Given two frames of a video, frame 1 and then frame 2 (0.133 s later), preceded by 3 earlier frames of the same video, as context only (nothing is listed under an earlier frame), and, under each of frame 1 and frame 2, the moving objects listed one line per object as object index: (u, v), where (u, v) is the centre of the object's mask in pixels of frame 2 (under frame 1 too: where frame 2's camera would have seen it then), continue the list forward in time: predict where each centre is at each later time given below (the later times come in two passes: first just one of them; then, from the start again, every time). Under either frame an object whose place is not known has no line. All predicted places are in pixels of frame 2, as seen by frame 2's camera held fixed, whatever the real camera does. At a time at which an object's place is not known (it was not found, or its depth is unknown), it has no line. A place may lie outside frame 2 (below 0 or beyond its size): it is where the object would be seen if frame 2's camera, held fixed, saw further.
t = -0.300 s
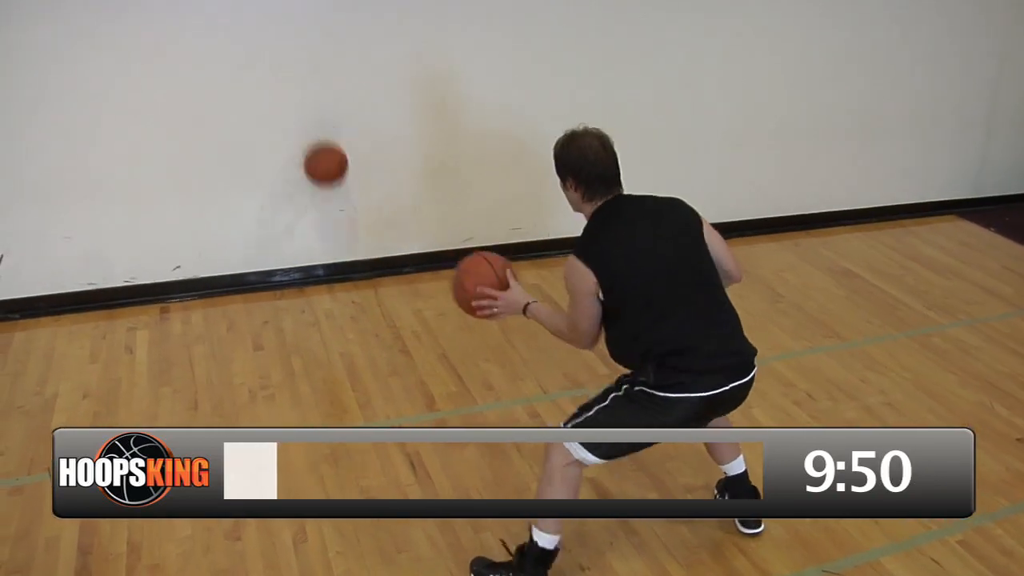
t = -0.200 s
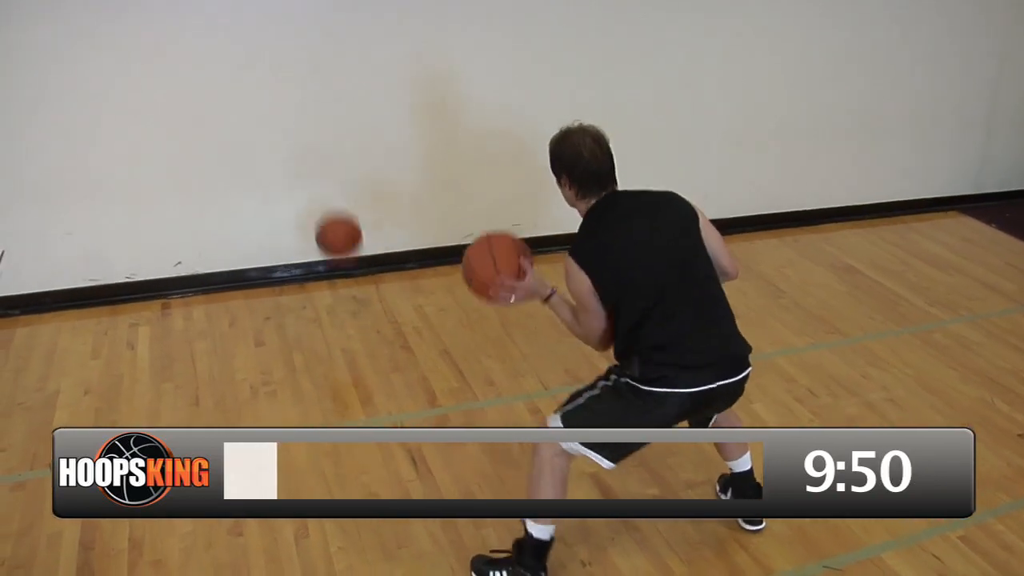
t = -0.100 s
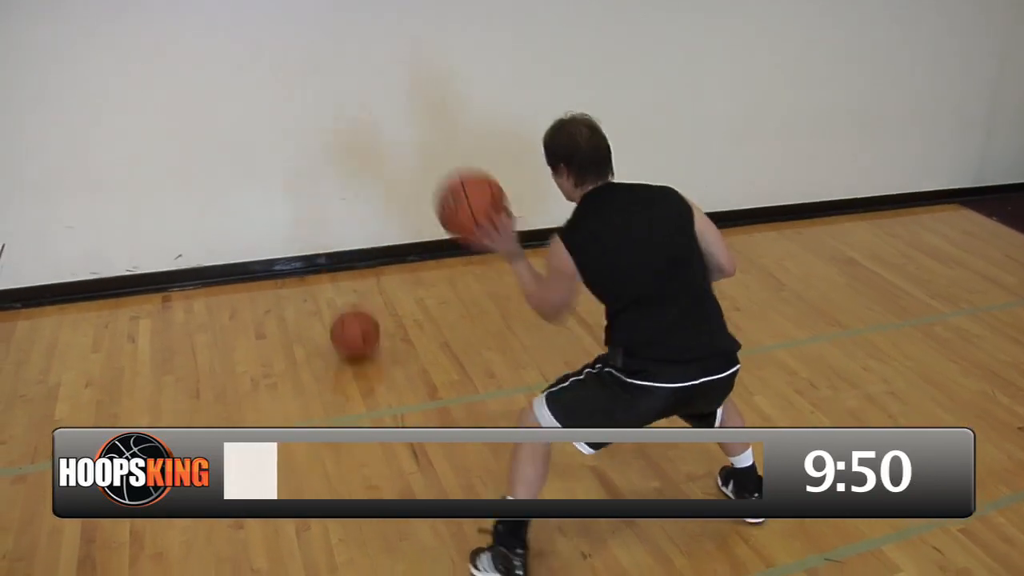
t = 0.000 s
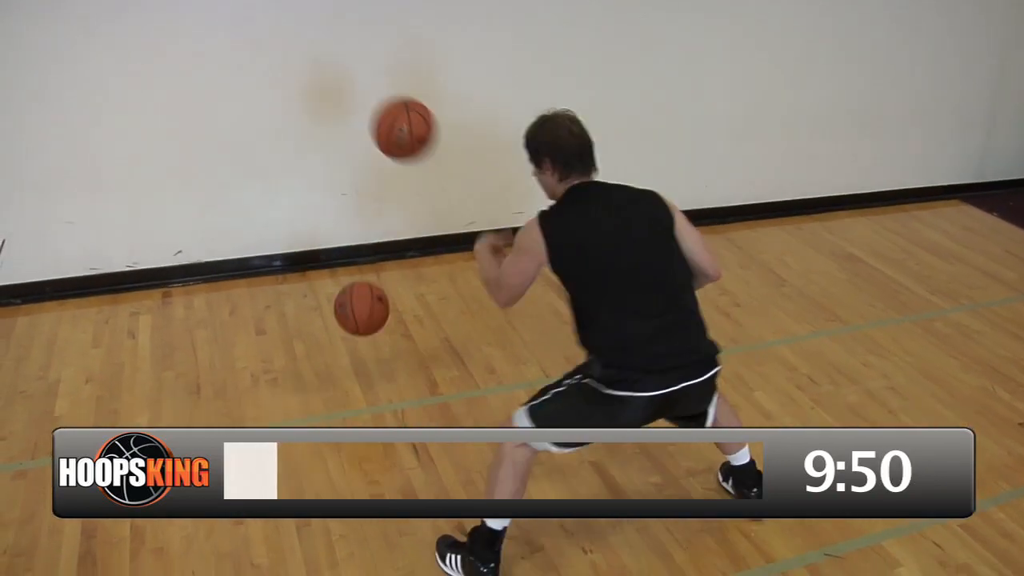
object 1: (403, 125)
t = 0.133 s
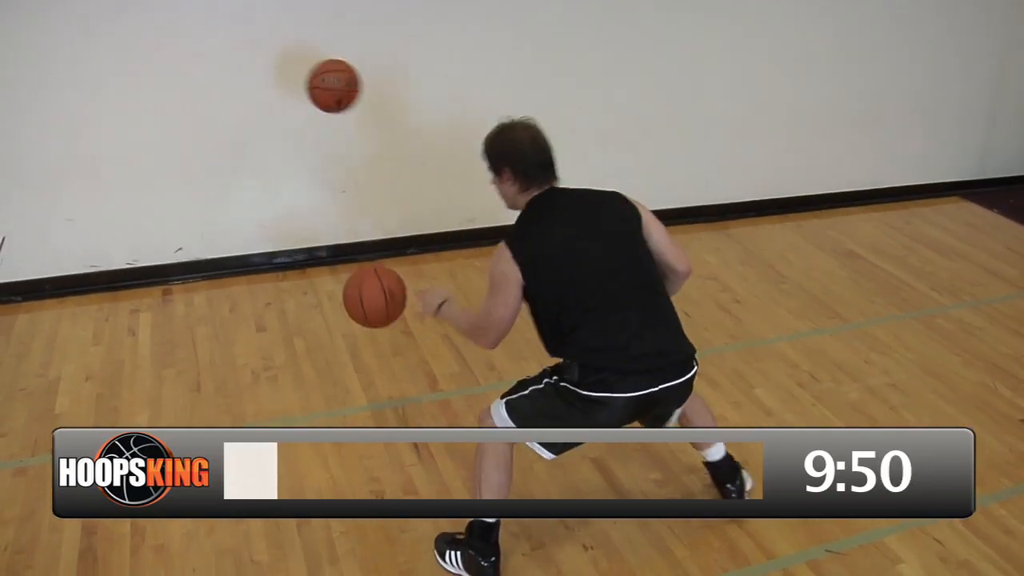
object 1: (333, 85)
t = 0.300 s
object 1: (276, 95)
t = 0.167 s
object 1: (319, 83)
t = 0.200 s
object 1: (306, 83)
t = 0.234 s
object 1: (294, 85)
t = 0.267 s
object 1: (284, 89)
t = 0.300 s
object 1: (276, 95)
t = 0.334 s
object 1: (279, 114)
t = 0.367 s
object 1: (283, 135)
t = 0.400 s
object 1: (287, 159)
